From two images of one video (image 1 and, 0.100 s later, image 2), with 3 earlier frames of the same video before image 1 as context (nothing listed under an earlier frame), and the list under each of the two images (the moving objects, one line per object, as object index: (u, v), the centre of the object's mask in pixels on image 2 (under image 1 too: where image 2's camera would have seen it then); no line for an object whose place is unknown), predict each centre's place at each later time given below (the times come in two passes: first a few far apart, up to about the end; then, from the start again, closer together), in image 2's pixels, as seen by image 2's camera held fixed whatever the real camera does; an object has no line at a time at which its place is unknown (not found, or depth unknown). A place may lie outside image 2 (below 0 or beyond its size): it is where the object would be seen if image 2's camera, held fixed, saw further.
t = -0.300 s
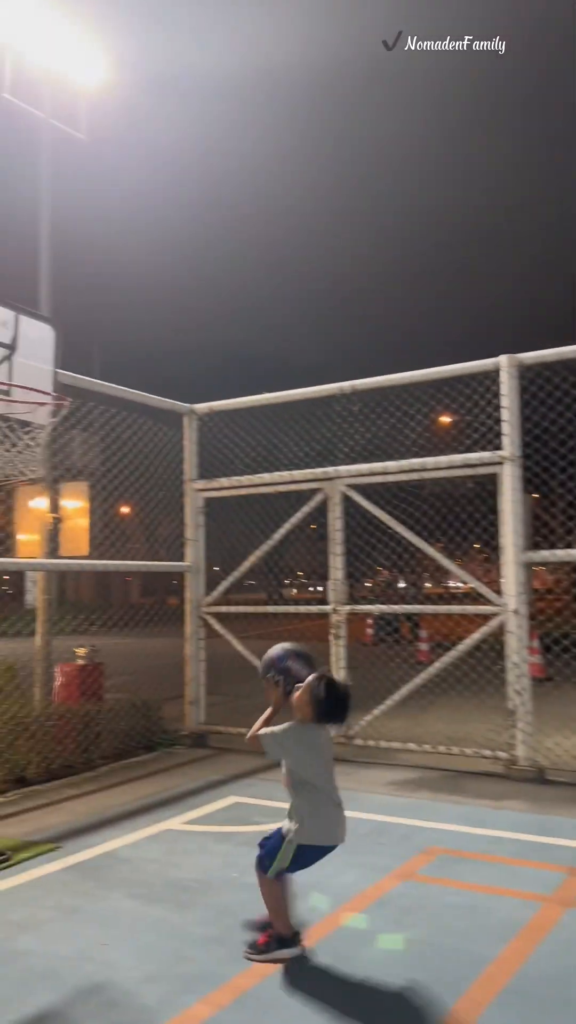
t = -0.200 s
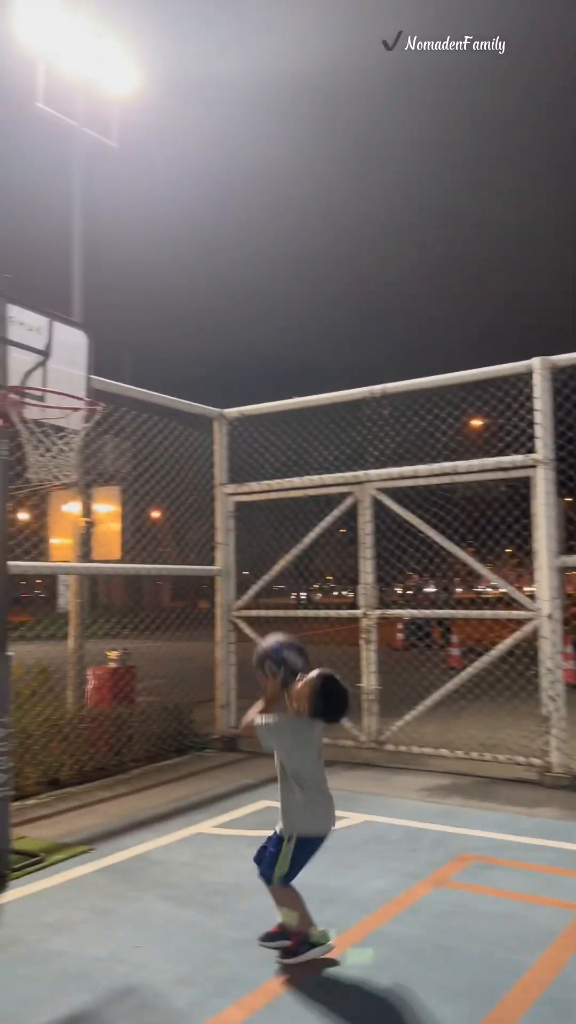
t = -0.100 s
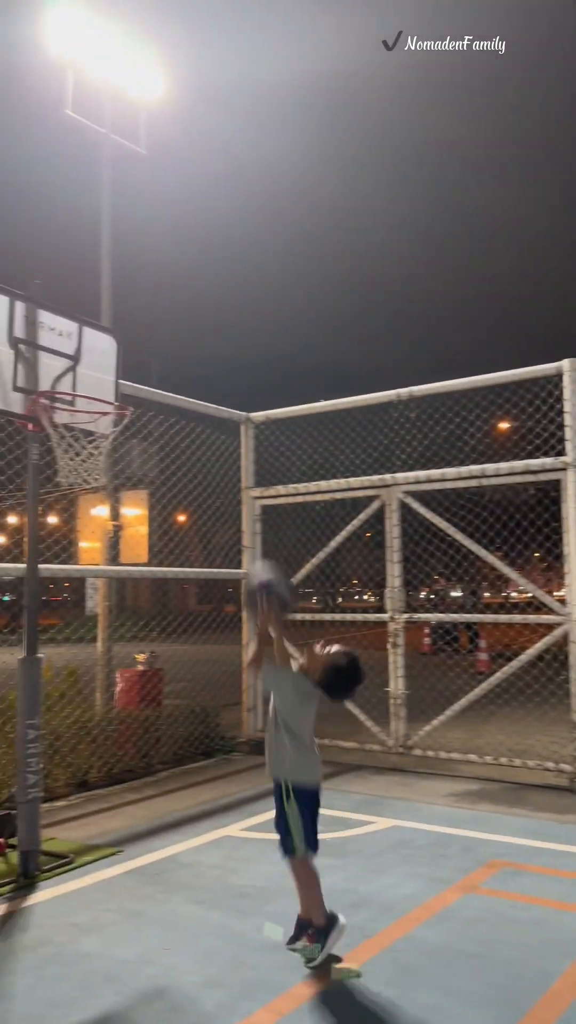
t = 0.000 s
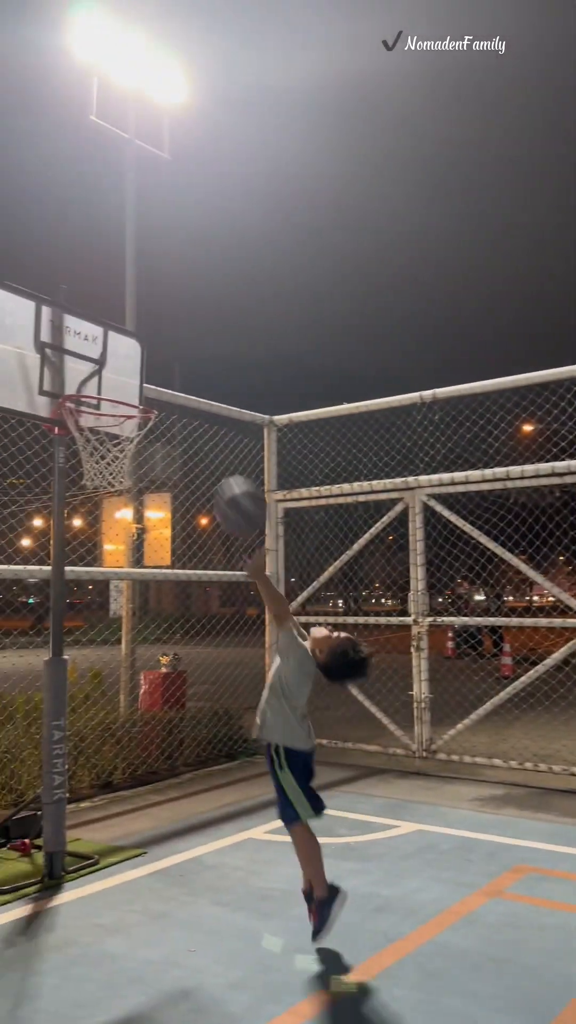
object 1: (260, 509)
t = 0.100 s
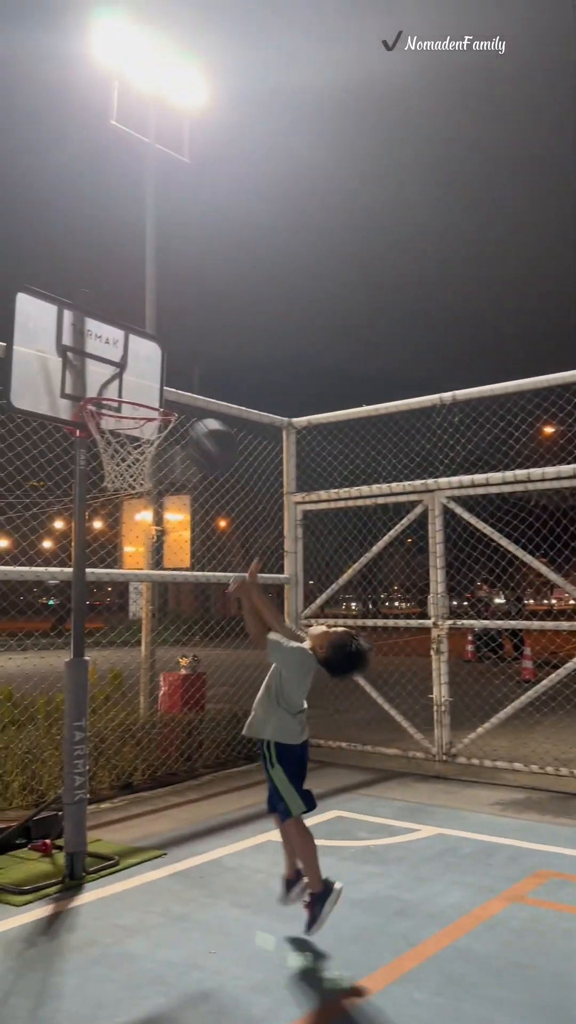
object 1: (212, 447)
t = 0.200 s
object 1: (169, 411)
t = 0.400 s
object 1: (180, 408)
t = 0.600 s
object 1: (213, 497)
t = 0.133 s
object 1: (196, 432)
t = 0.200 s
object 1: (169, 411)
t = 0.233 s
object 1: (158, 404)
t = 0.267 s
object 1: (161, 400)
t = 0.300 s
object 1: (166, 399)
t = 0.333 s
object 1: (171, 399)
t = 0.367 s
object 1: (175, 403)
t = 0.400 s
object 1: (180, 408)
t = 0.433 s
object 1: (185, 415)
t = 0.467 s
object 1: (190, 425)
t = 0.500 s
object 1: (195, 438)
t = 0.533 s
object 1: (202, 455)
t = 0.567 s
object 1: (206, 474)
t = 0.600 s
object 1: (213, 497)
